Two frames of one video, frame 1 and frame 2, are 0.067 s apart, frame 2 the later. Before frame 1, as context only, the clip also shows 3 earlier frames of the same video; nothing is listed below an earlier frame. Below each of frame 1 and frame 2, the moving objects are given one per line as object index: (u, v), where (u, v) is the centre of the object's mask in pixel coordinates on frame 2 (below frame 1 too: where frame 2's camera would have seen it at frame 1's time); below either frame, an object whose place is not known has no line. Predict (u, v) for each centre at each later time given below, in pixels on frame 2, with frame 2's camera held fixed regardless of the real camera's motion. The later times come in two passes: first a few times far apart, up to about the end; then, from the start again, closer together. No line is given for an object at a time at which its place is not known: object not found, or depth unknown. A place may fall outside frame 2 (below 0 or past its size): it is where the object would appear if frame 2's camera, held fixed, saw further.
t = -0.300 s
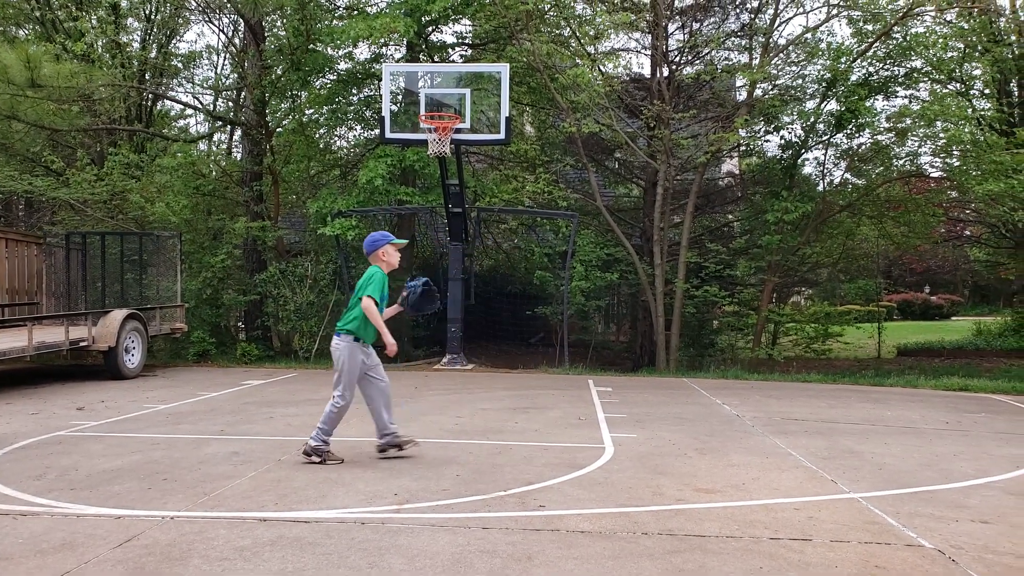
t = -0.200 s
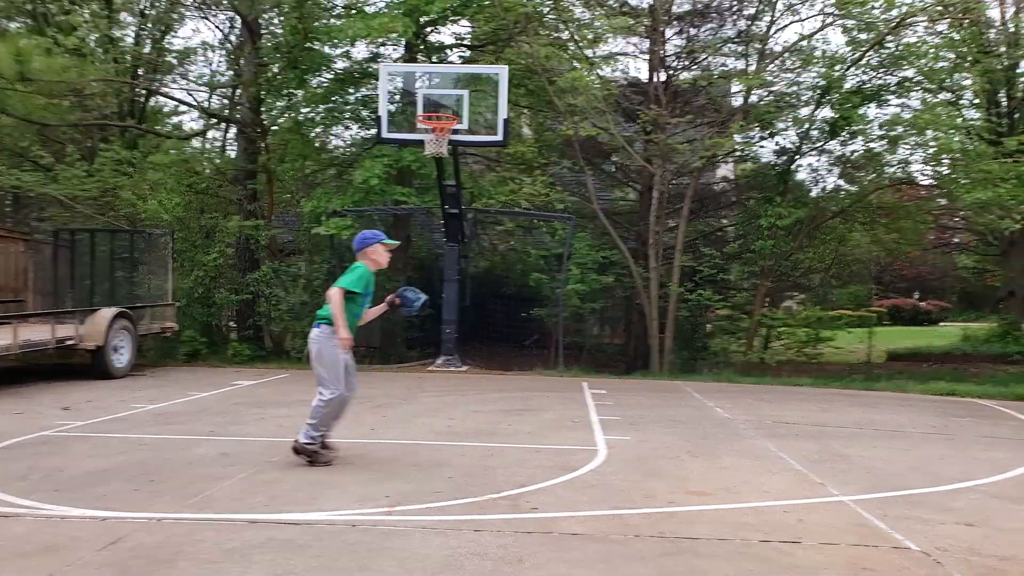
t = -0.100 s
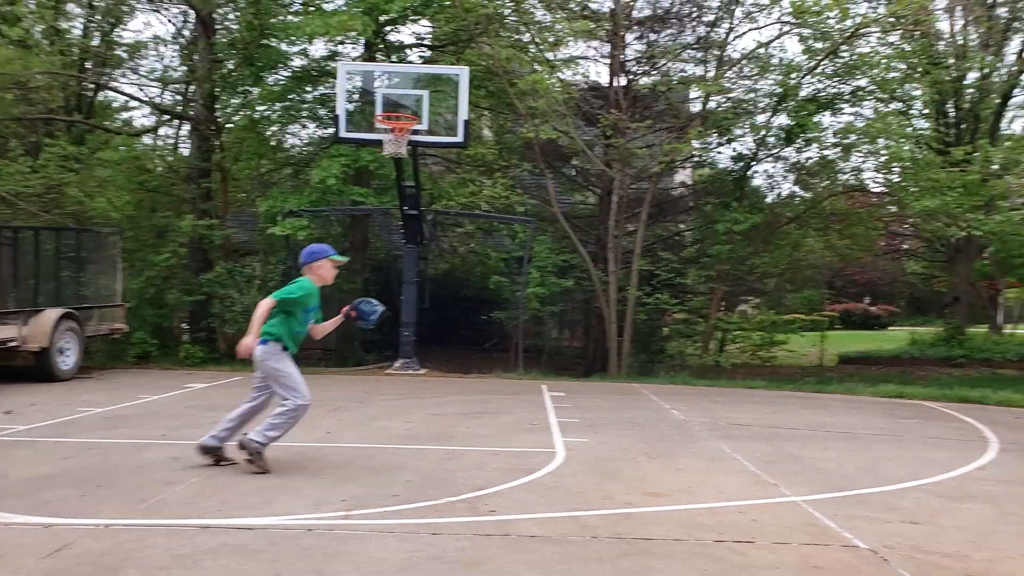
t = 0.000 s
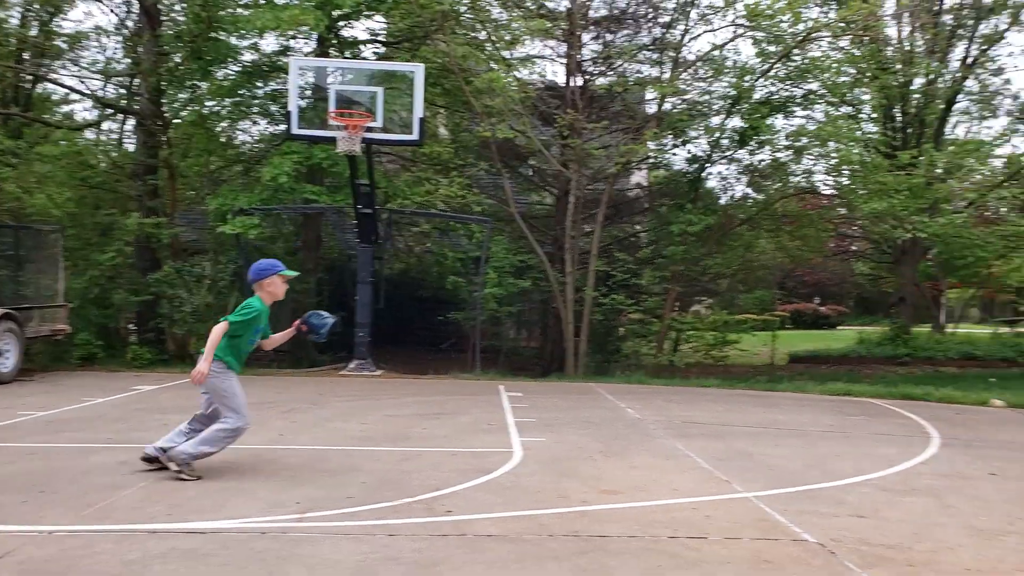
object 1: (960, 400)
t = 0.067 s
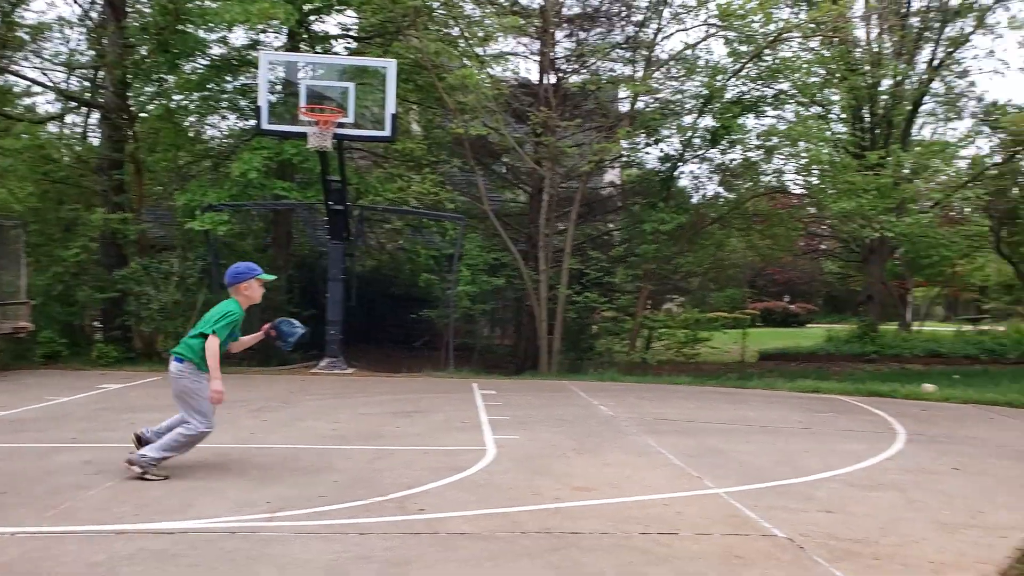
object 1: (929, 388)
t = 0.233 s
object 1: (848, 381)
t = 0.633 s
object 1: (636, 401)
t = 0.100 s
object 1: (913, 384)
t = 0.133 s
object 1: (897, 382)
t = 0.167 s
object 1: (880, 380)
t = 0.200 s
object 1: (864, 380)
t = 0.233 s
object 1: (848, 381)
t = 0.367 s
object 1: (777, 400)
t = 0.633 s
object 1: (636, 401)
